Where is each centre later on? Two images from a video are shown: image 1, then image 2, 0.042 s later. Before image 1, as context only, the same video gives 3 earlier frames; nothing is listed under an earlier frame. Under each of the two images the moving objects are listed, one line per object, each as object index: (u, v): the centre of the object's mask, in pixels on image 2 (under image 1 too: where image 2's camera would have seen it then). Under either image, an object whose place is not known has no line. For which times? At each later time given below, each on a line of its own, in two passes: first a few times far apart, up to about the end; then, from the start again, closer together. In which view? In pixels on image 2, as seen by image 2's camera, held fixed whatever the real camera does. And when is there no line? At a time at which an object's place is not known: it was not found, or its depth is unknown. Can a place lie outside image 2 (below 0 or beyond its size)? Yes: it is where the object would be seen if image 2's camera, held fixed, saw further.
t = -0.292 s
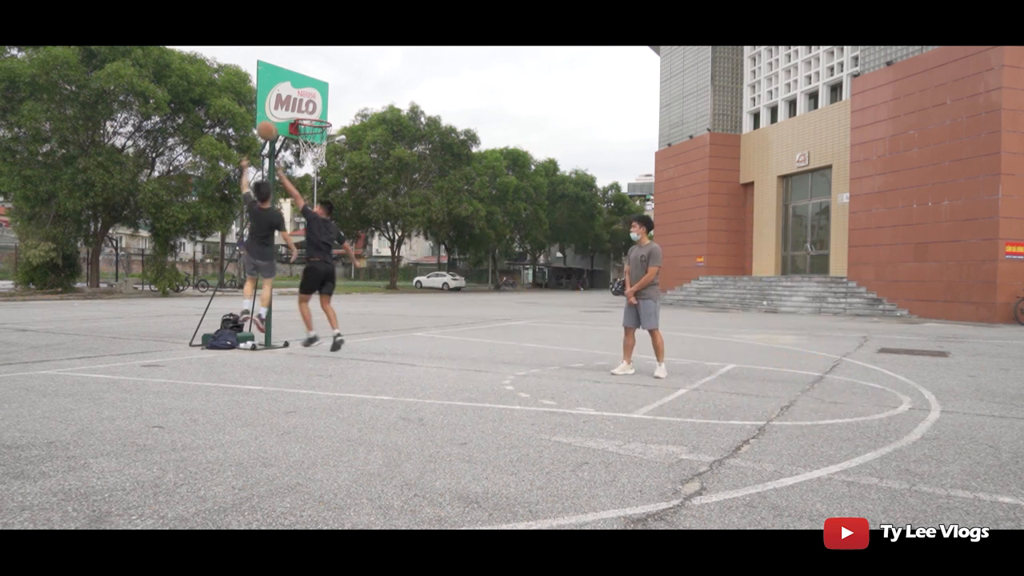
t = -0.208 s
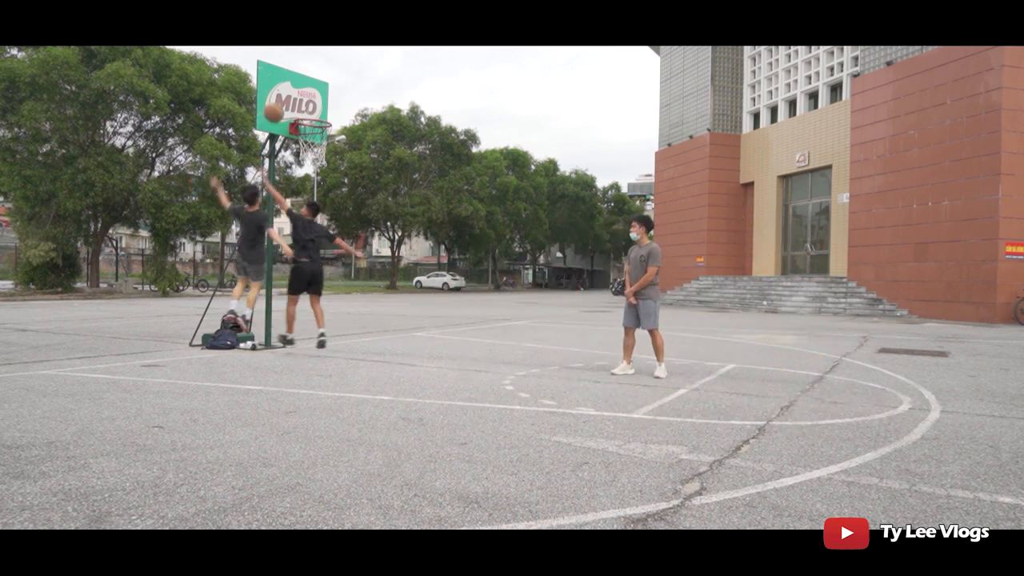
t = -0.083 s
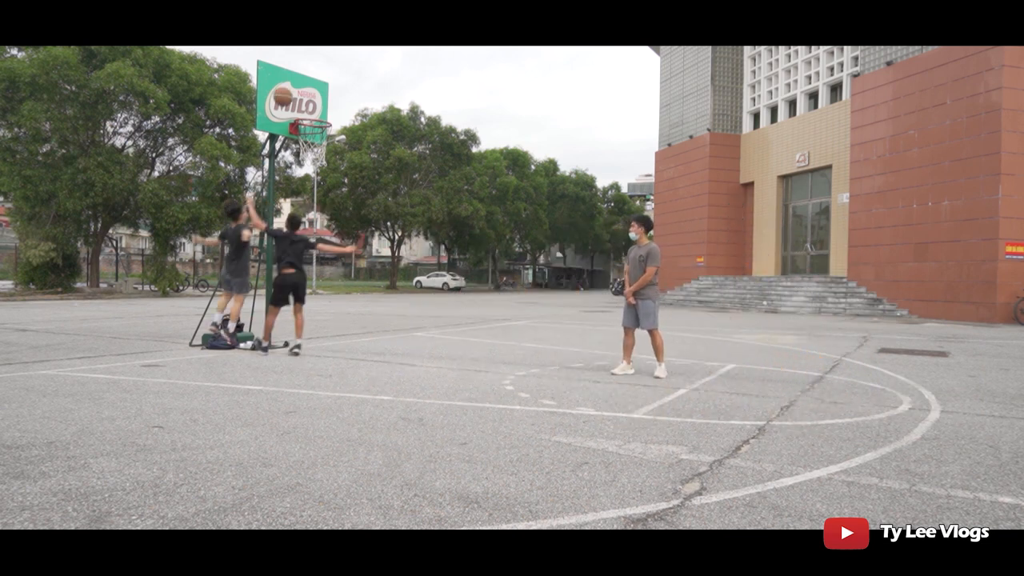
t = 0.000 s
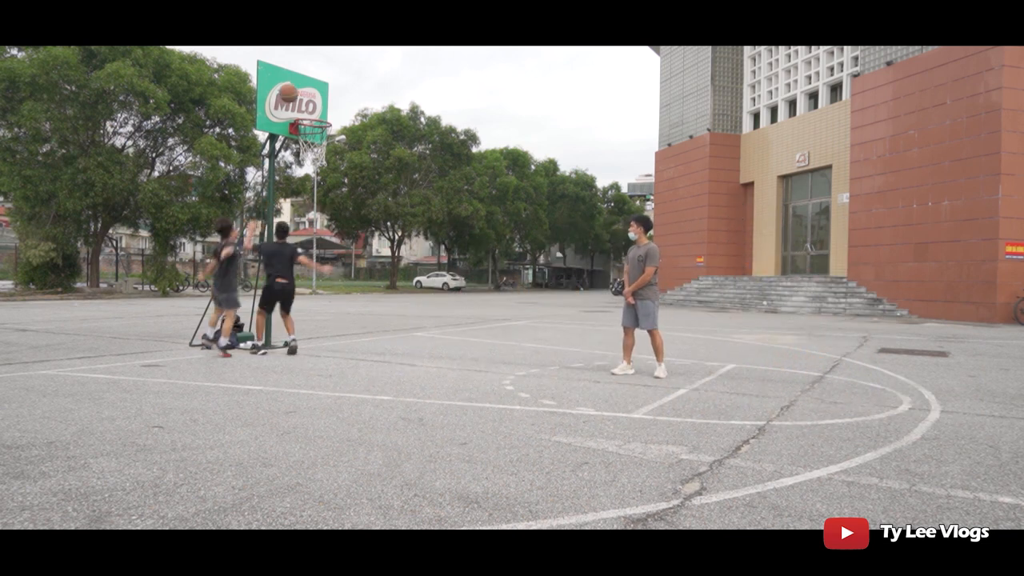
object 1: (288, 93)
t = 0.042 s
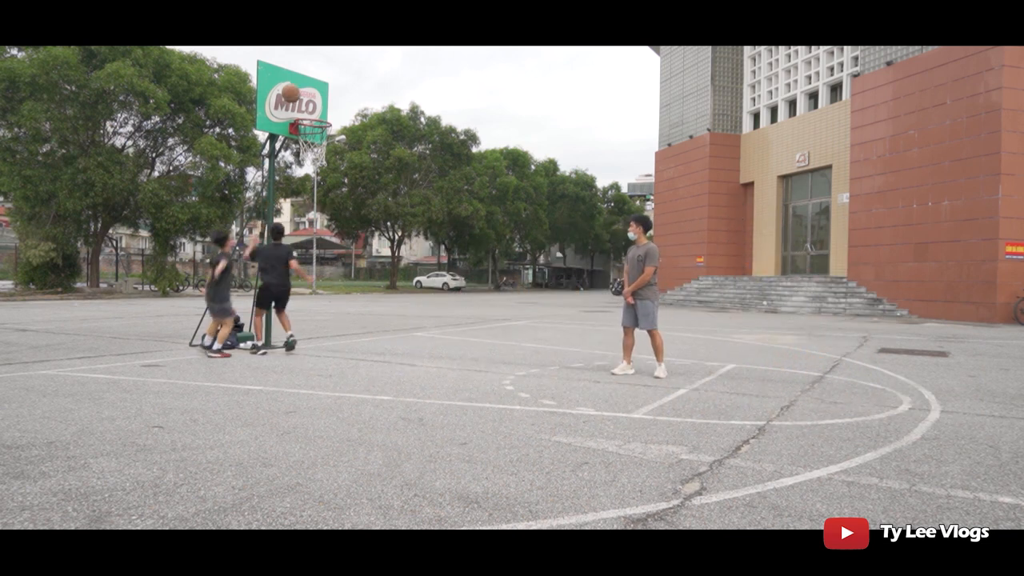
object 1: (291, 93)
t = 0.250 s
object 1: (307, 109)
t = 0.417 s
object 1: (325, 114)
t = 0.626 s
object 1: (339, 114)
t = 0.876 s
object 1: (354, 150)
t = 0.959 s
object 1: (359, 174)
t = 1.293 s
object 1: (379, 326)
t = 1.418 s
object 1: (389, 312)
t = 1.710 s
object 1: (413, 214)
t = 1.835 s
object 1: (423, 193)
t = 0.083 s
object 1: (293, 95)
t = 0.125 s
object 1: (295, 98)
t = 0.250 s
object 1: (307, 109)
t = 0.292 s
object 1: (313, 114)
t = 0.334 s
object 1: (317, 115)
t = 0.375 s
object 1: (321, 114)
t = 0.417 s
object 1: (325, 114)
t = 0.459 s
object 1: (329, 115)
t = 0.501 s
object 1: (331, 113)
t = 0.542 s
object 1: (334, 113)
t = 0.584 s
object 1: (336, 113)
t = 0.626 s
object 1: (339, 114)
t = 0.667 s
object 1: (342, 117)
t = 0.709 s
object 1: (344, 121)
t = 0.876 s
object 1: (354, 150)
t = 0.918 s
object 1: (357, 161)
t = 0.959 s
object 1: (359, 174)
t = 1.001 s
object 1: (362, 188)
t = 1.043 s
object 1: (364, 203)
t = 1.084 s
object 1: (366, 219)
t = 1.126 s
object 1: (368, 237)
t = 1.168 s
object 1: (371, 259)
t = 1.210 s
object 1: (374, 278)
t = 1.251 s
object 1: (376, 301)
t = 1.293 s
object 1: (379, 326)
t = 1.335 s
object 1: (381, 350)
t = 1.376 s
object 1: (385, 331)
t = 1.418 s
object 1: (389, 312)
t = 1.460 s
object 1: (392, 293)
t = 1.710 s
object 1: (413, 214)
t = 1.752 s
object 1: (417, 205)
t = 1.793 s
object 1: (420, 198)
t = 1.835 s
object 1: (423, 193)
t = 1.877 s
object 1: (427, 188)
